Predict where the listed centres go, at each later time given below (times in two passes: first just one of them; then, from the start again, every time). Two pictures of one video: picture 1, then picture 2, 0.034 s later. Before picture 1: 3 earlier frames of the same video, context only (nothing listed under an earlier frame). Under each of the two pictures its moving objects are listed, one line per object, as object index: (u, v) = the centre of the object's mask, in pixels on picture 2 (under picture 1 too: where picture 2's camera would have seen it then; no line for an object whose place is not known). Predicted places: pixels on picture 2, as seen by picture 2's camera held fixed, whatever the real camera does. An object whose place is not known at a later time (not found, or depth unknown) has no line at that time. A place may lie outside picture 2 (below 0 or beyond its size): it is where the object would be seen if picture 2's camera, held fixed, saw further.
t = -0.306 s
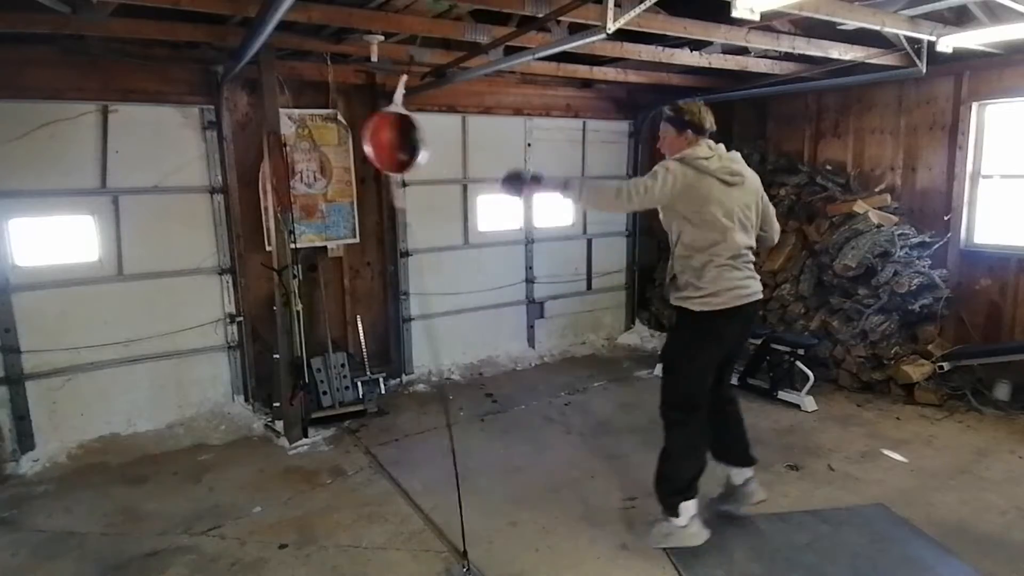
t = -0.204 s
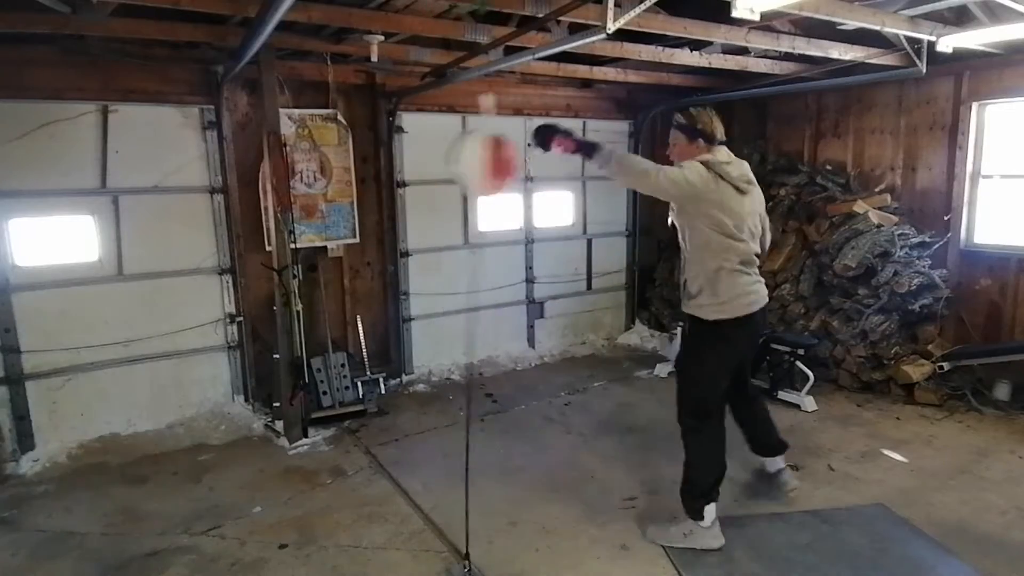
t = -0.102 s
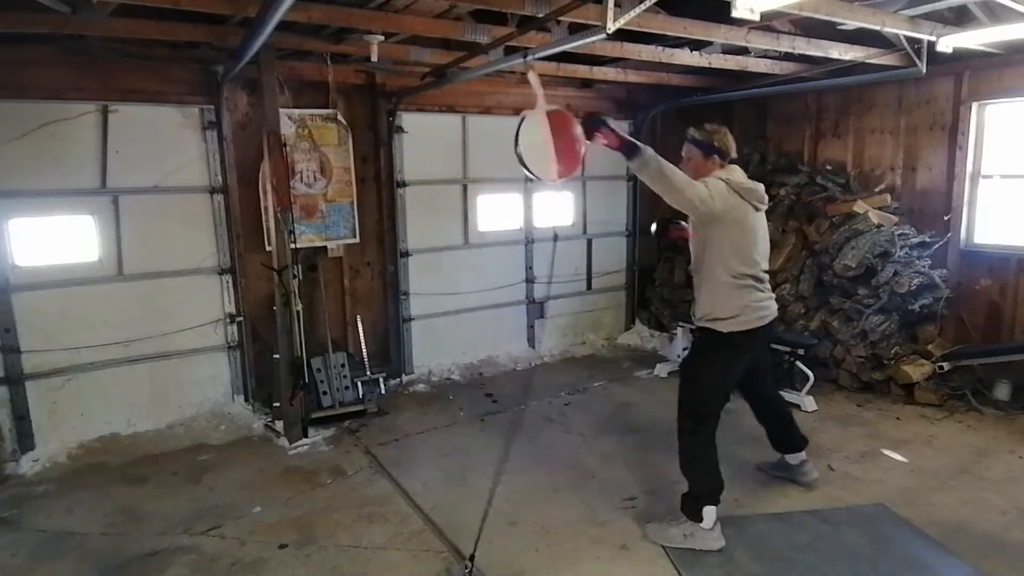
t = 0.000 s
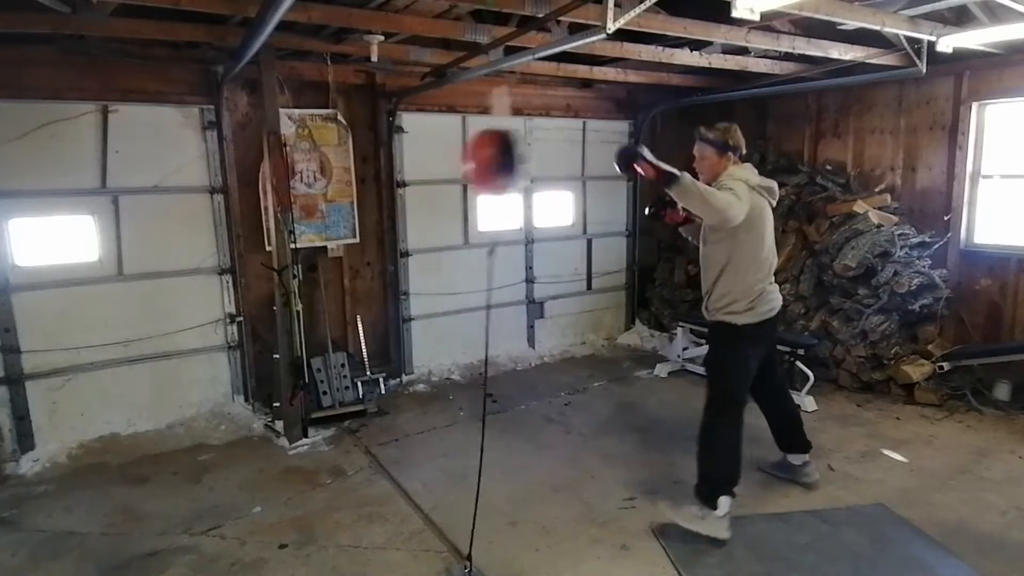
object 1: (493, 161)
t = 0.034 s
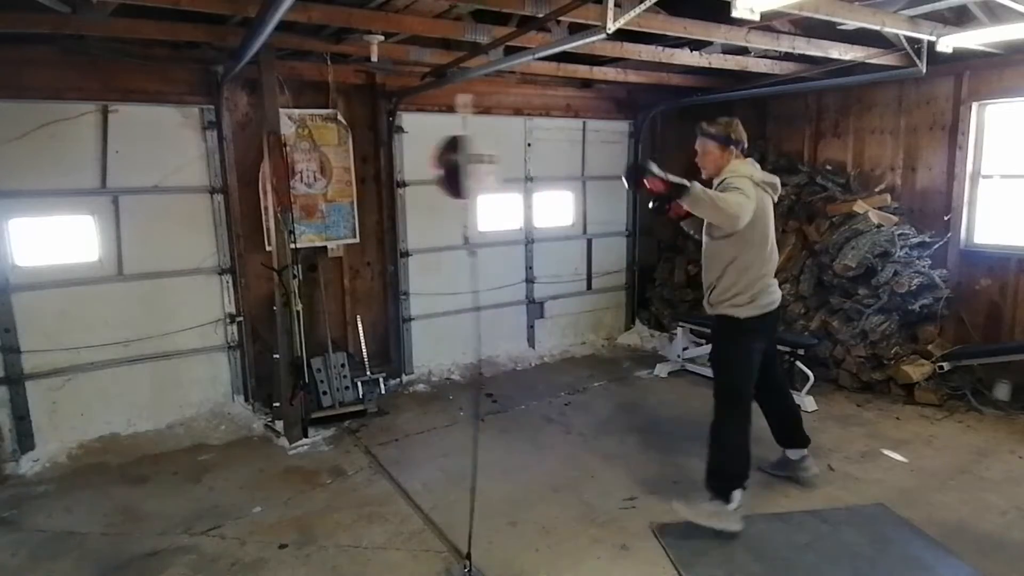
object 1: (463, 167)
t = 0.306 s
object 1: (477, 170)
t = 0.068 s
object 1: (440, 161)
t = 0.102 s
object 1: (419, 158)
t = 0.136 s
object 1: (406, 155)
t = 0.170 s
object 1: (405, 152)
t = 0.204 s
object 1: (412, 153)
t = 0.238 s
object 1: (426, 159)
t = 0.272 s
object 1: (453, 167)
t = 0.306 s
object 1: (477, 170)
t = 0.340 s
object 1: (502, 167)
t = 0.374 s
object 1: (522, 162)
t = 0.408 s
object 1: (531, 161)
